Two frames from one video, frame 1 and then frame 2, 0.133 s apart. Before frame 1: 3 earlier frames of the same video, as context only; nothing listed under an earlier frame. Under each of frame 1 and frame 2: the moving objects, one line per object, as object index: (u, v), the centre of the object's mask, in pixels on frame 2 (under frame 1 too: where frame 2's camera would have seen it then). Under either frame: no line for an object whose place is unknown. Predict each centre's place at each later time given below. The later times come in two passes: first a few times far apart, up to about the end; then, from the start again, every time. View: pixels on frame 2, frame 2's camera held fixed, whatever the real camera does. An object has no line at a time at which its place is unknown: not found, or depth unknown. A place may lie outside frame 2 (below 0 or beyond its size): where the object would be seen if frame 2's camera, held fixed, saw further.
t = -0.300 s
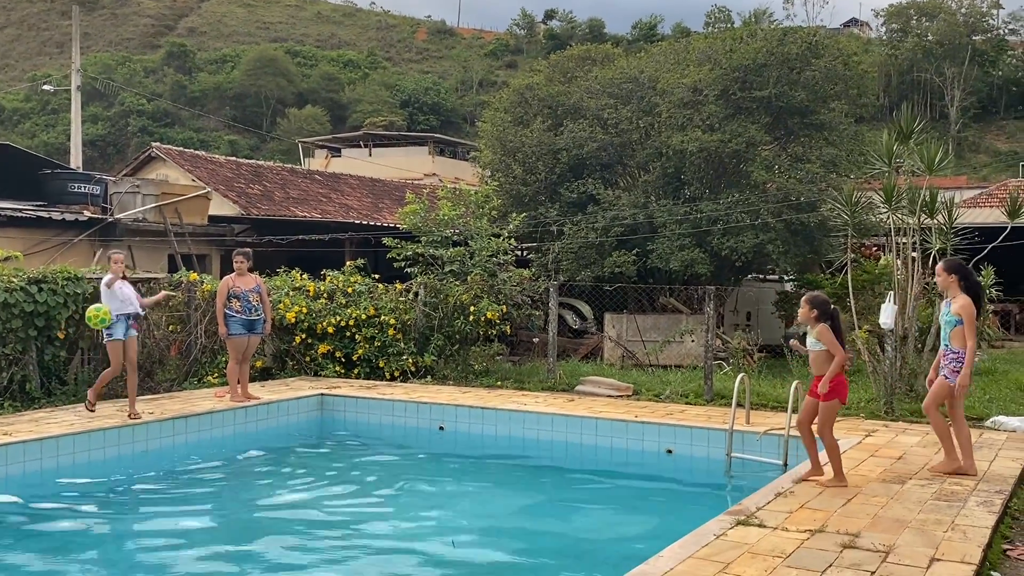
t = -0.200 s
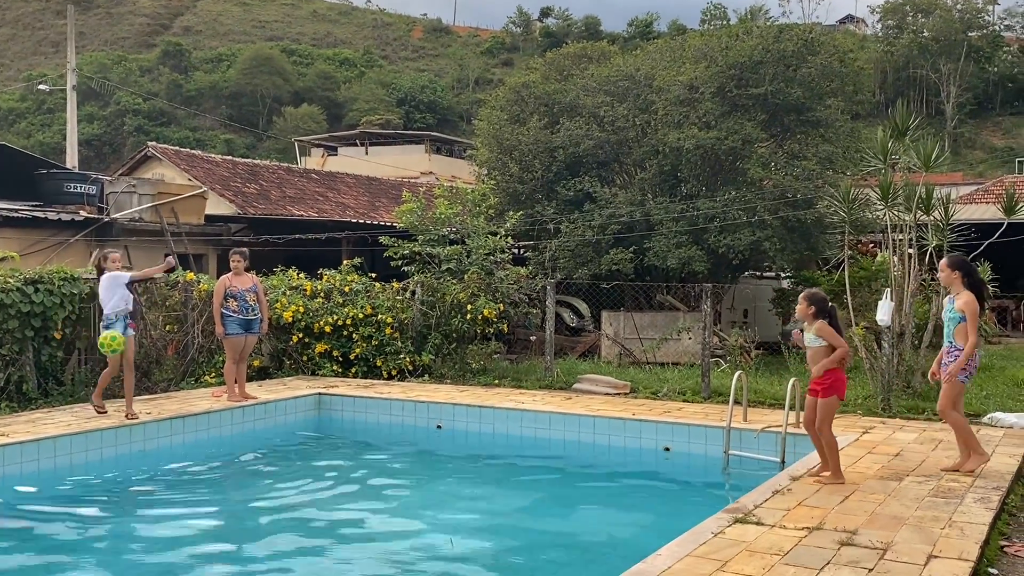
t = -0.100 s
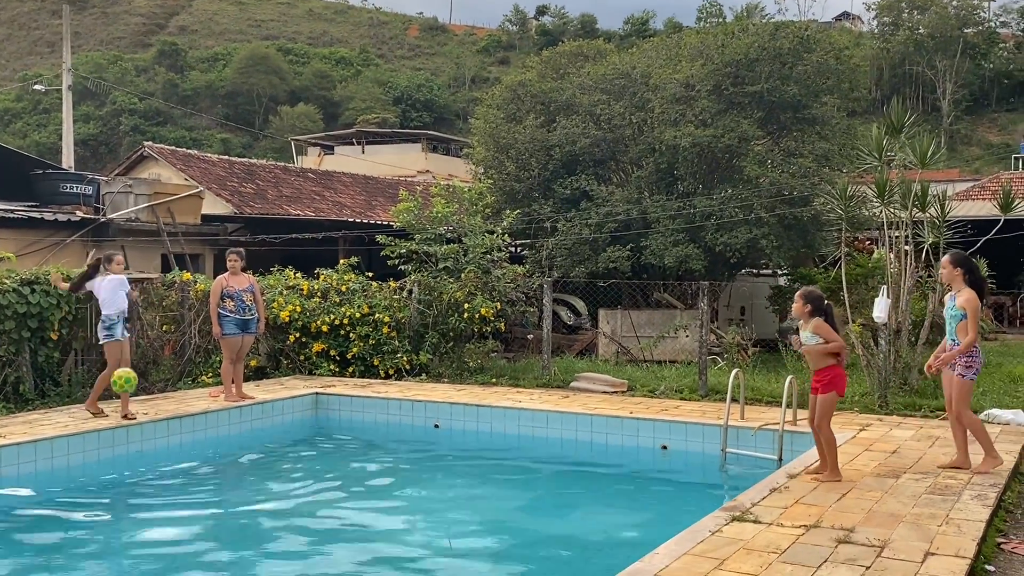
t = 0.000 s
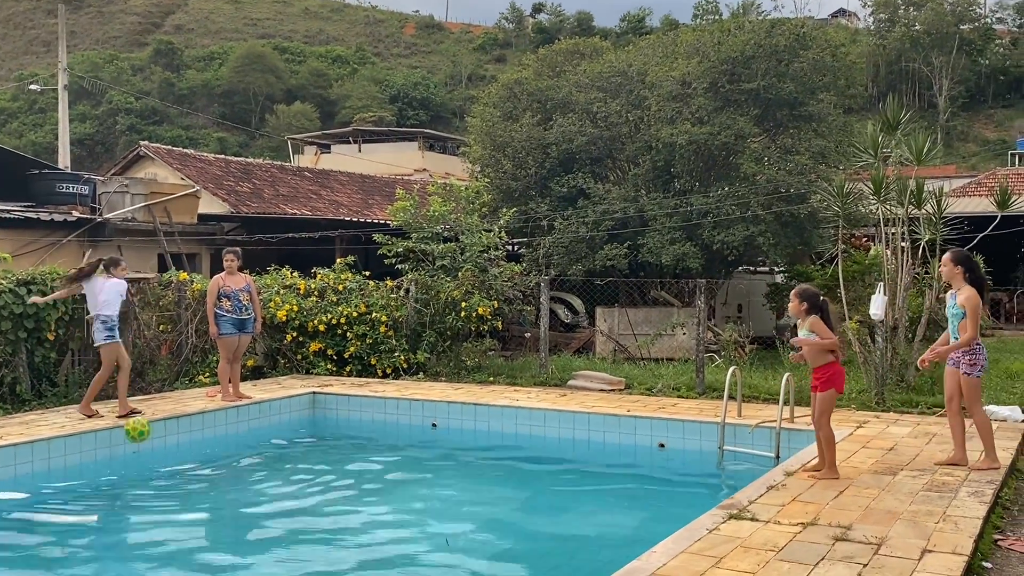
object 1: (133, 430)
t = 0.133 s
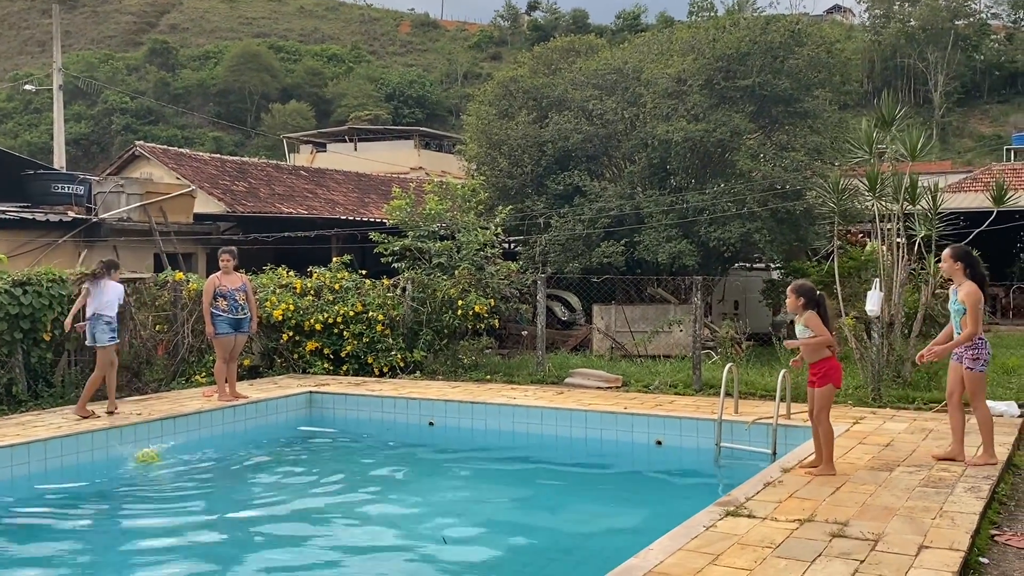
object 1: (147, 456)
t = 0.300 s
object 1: (153, 449)
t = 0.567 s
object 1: (167, 451)
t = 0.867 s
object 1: (179, 453)
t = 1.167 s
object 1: (190, 454)
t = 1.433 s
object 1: (197, 454)
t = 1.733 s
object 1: (206, 456)
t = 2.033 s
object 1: (214, 455)
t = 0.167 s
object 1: (148, 457)
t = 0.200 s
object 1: (148, 456)
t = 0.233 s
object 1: (149, 456)
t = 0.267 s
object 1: (151, 453)
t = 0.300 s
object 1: (153, 449)
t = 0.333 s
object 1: (154, 445)
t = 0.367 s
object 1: (156, 442)
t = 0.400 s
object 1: (158, 441)
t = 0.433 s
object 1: (159, 441)
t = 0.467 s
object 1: (161, 442)
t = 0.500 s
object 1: (163, 445)
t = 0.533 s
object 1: (165, 448)
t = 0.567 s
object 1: (167, 451)
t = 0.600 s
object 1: (169, 452)
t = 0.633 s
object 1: (171, 453)
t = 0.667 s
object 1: (172, 454)
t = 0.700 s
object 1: (173, 455)
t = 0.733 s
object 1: (174, 455)
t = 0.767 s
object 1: (175, 455)
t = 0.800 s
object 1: (177, 454)
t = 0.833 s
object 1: (178, 453)
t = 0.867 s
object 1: (179, 453)
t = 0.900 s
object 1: (181, 452)
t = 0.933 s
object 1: (182, 452)
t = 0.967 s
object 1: (183, 453)
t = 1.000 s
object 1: (185, 453)
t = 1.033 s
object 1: (186, 453)
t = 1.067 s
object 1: (186, 454)
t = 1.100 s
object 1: (188, 454)
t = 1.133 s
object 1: (189, 454)
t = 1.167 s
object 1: (190, 454)
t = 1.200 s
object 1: (190, 454)
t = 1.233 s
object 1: (191, 454)
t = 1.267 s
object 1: (192, 454)
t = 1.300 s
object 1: (193, 454)
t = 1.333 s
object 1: (194, 454)
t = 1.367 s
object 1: (195, 454)
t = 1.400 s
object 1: (196, 454)
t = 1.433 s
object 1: (197, 454)
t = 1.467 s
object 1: (198, 455)
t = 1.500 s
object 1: (199, 455)
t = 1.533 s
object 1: (200, 455)
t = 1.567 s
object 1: (201, 455)
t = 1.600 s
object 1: (202, 455)
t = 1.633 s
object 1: (203, 455)
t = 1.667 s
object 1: (204, 455)
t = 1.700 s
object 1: (205, 455)
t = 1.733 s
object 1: (206, 456)
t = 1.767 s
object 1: (207, 456)
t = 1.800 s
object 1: (208, 456)
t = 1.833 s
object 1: (209, 455)
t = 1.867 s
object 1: (209, 455)
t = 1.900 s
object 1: (210, 455)
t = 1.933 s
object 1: (211, 455)
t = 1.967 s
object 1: (212, 455)
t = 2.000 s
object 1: (213, 455)
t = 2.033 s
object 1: (214, 455)
